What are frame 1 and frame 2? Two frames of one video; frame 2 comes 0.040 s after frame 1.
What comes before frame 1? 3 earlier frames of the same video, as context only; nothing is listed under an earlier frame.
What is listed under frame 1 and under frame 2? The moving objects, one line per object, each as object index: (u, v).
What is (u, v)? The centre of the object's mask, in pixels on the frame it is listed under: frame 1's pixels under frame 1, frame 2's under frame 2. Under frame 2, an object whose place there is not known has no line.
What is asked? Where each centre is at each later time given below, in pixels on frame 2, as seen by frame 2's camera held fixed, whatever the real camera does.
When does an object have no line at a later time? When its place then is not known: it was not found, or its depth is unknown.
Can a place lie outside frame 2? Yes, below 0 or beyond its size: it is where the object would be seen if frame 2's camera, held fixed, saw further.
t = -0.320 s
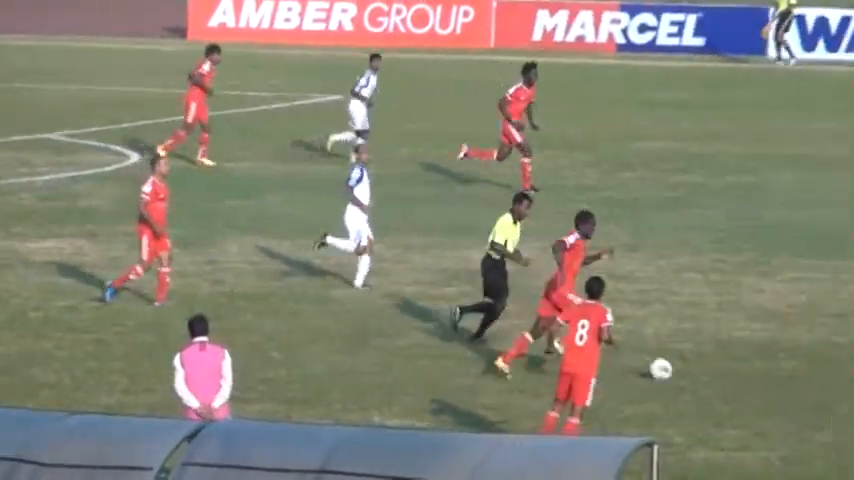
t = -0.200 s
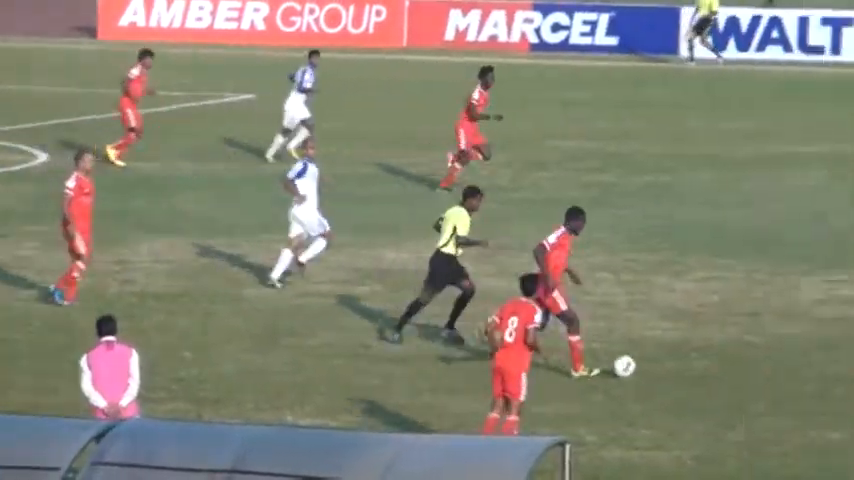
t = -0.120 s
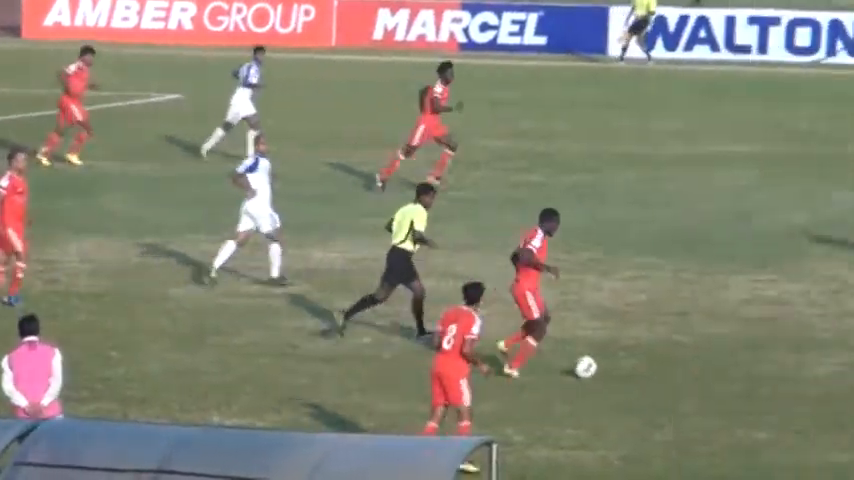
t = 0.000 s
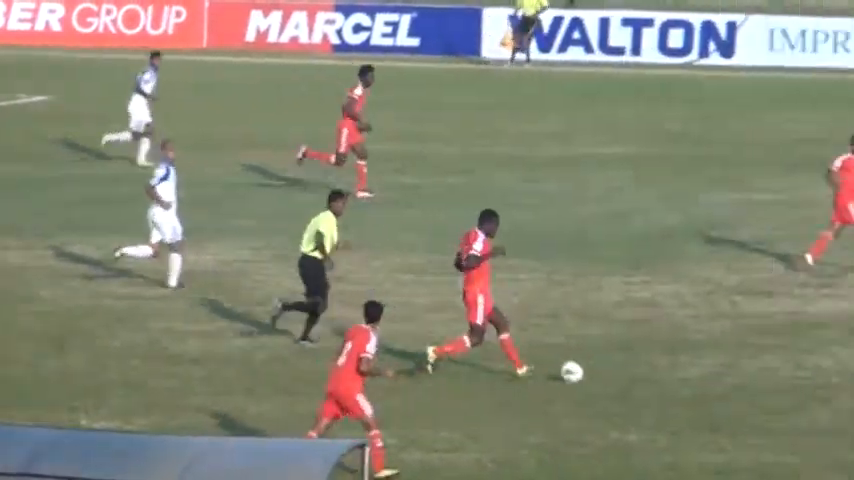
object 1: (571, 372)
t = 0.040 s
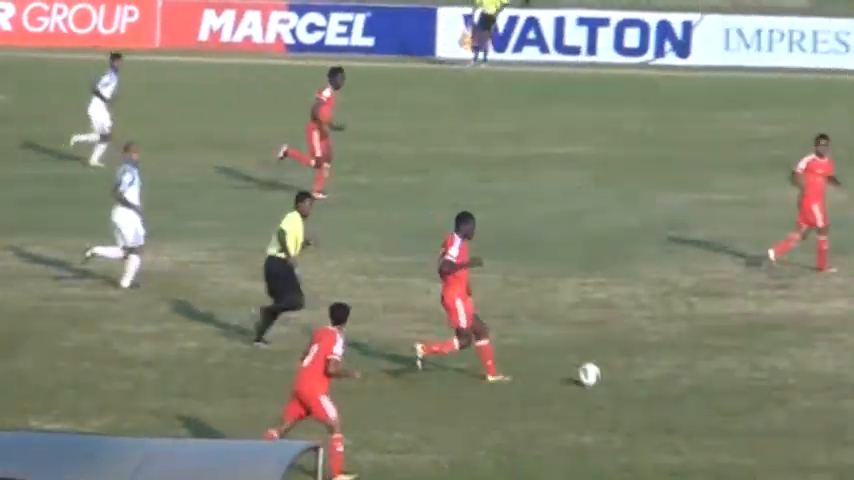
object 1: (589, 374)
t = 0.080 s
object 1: (650, 376)
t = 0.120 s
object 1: (712, 381)
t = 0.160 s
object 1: (775, 386)
